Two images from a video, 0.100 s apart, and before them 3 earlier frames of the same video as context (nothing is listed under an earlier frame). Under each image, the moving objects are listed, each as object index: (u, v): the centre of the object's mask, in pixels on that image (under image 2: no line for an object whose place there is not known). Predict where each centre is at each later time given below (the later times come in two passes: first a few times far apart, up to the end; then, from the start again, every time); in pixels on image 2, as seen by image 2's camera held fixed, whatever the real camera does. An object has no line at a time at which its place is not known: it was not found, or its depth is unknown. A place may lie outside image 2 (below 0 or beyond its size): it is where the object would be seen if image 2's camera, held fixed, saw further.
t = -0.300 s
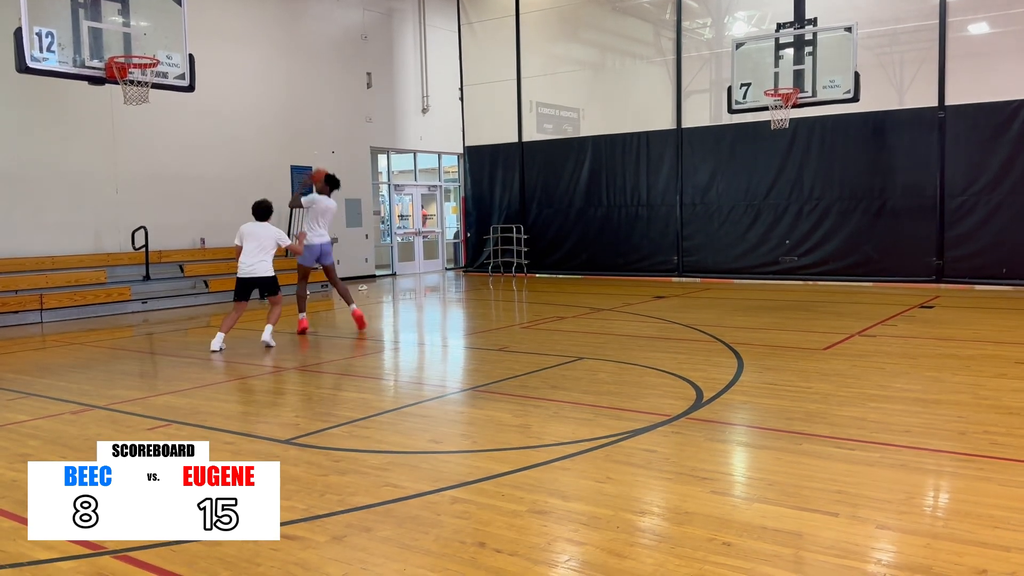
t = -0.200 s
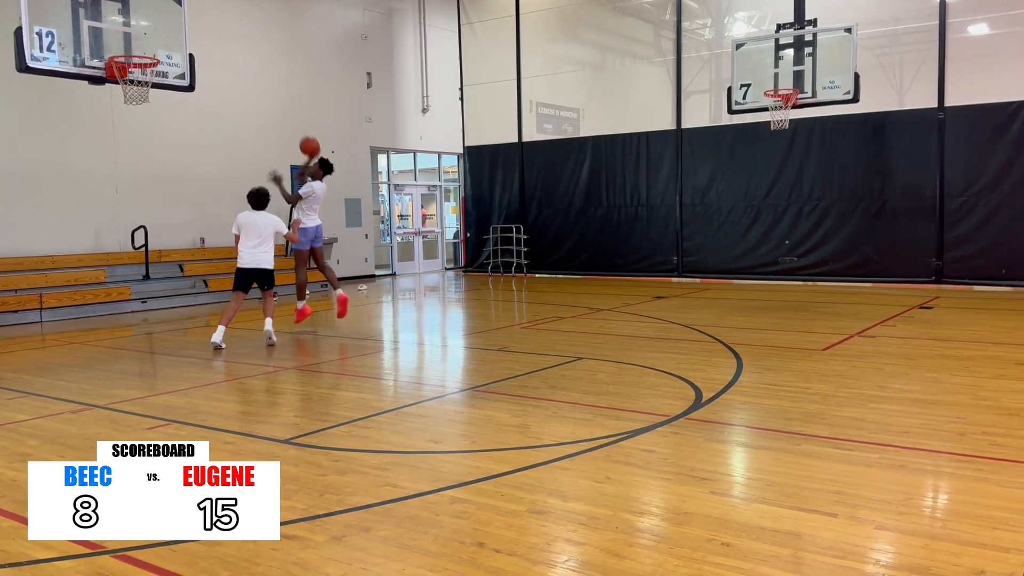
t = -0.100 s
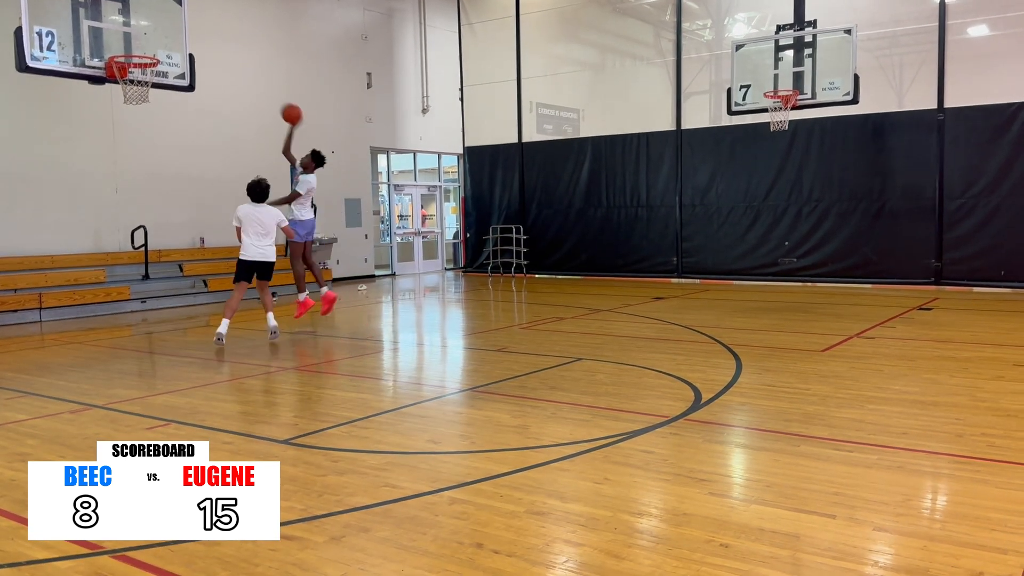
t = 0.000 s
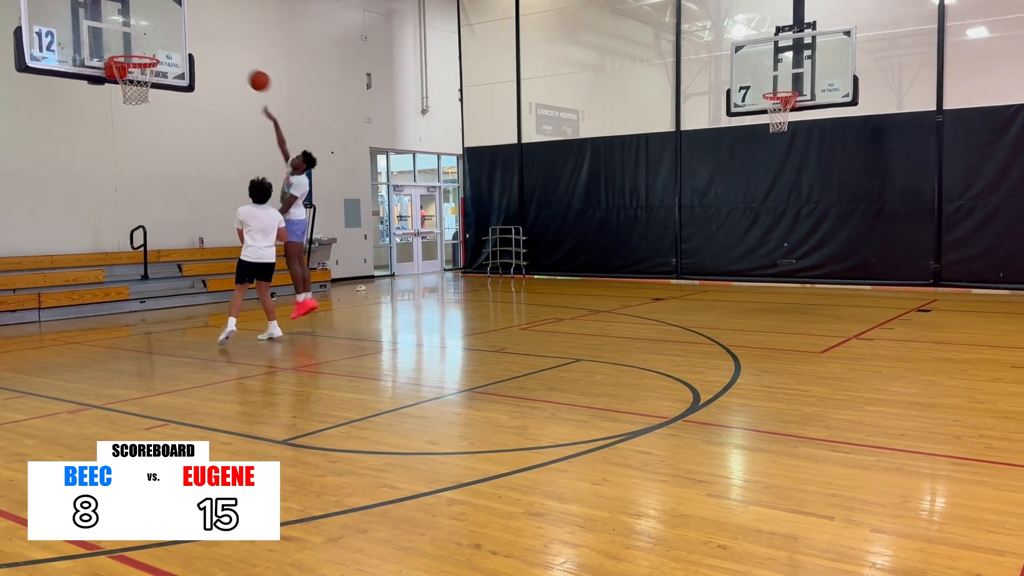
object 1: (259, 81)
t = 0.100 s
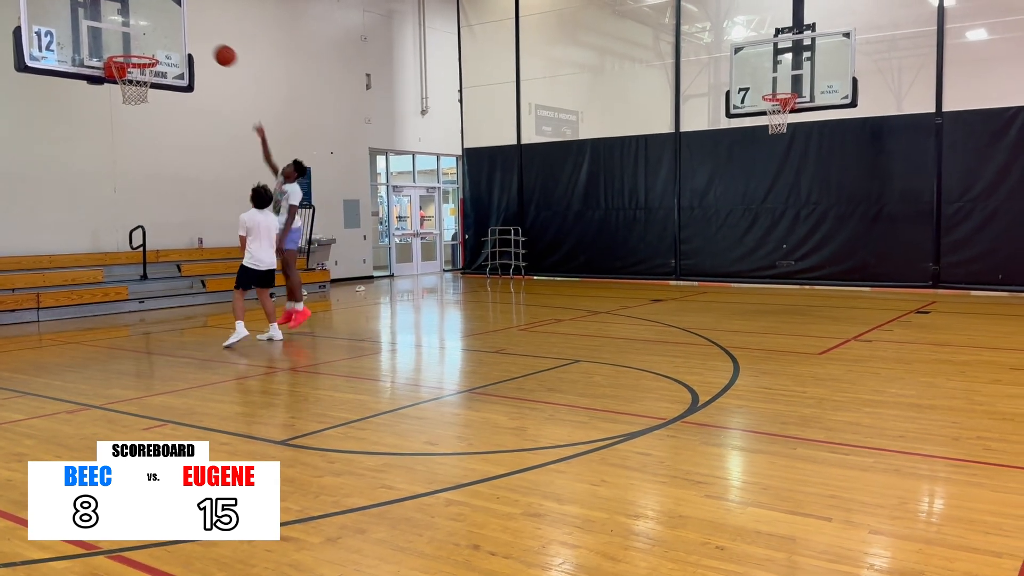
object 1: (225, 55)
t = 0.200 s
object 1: (190, 38)
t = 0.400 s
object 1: (143, 31)
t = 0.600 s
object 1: (124, 65)
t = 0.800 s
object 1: (137, 97)
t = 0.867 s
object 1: (142, 105)
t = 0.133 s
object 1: (213, 49)
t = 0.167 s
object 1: (202, 43)
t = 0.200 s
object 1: (190, 38)
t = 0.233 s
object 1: (179, 34)
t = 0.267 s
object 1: (167, 31)
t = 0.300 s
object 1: (155, 29)
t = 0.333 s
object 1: (150, 29)
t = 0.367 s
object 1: (146, 29)
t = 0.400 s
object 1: (143, 31)
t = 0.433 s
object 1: (140, 34)
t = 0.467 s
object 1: (137, 37)
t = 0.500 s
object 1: (134, 42)
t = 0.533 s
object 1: (130, 47)
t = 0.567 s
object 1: (127, 50)
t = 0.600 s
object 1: (124, 65)
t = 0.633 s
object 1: (123, 72)
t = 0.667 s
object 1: (126, 78)
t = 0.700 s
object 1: (128, 82)
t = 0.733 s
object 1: (130, 84)
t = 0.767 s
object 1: (134, 95)
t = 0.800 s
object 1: (137, 97)
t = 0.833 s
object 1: (139, 100)
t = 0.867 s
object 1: (142, 105)
